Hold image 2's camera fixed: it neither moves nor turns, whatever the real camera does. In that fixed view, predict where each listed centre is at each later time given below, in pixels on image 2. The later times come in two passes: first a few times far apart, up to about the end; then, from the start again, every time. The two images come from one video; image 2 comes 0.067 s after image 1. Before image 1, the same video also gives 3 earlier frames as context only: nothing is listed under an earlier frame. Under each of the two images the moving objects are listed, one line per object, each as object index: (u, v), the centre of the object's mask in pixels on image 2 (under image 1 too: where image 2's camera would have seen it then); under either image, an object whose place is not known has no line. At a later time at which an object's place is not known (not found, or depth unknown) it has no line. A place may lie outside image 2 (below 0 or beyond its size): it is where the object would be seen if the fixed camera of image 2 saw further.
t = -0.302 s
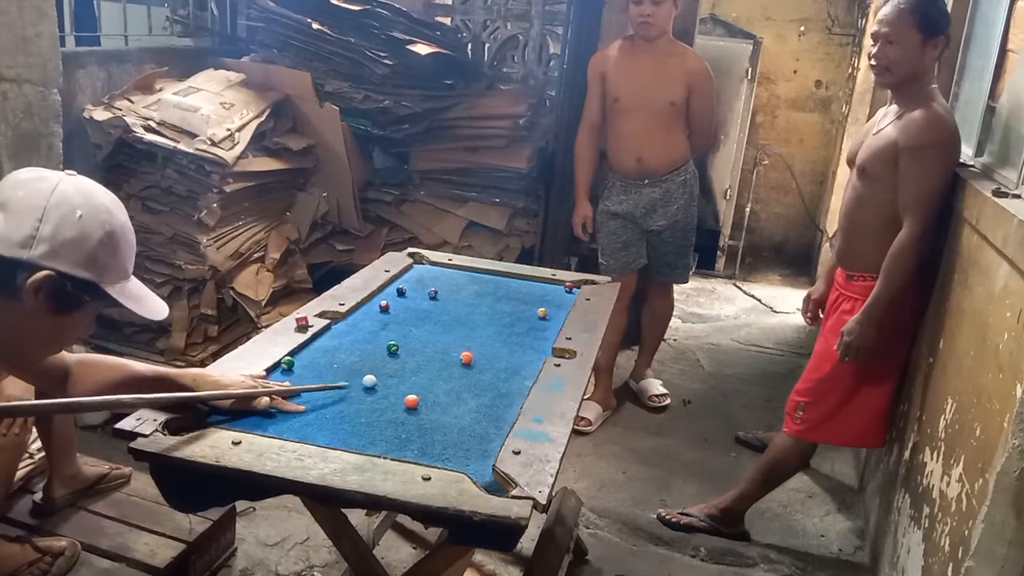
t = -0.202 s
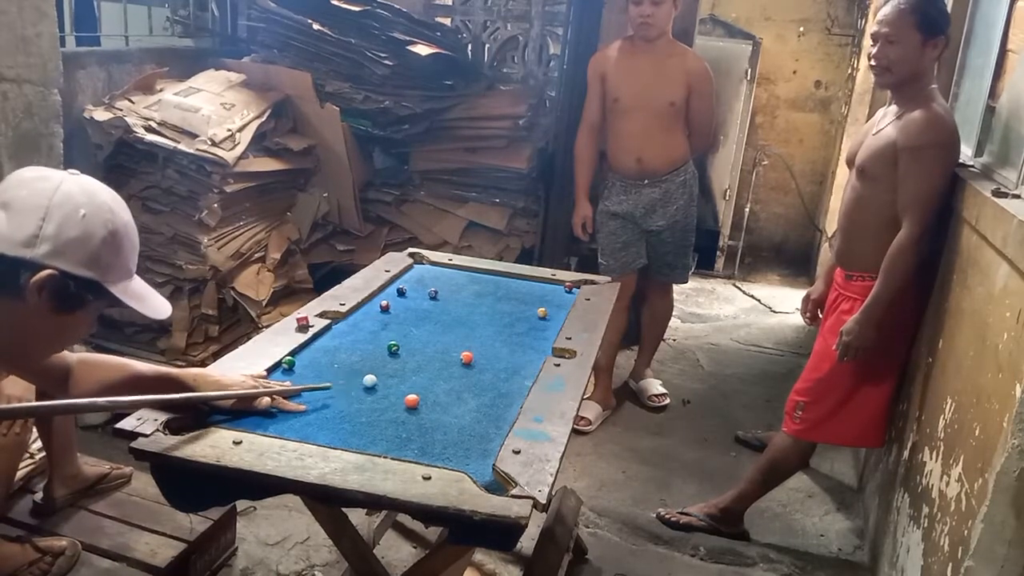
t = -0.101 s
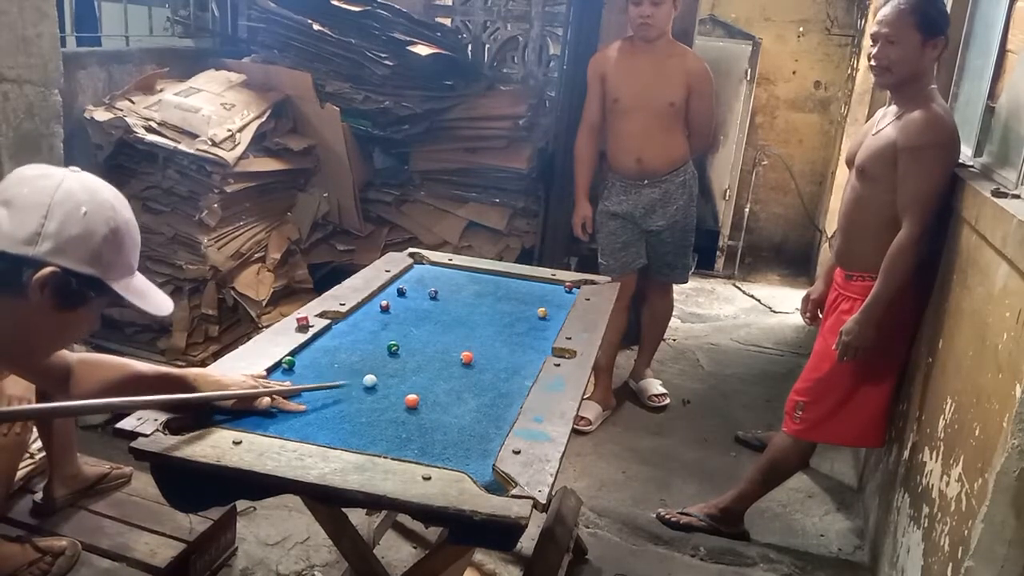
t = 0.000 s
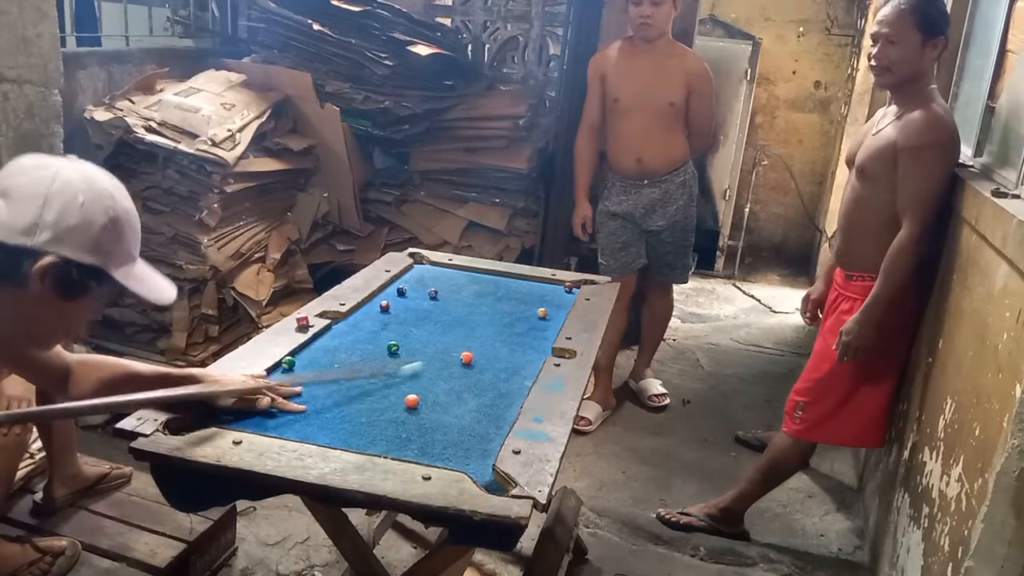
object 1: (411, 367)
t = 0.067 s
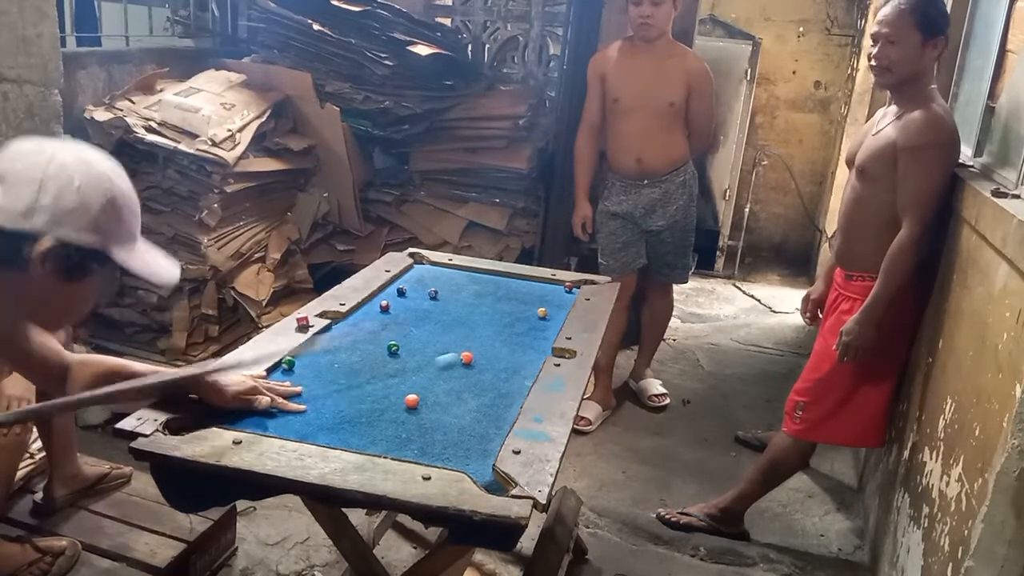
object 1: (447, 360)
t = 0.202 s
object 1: (467, 344)
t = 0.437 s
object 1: (492, 322)
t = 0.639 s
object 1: (509, 307)
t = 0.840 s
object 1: (522, 295)
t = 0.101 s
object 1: (455, 356)
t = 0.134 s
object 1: (459, 351)
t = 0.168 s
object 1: (464, 348)
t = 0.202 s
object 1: (467, 344)
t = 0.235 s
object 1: (472, 340)
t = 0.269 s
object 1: (475, 337)
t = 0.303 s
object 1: (479, 334)
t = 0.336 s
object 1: (482, 330)
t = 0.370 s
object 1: (486, 328)
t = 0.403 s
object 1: (489, 325)
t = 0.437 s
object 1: (492, 322)
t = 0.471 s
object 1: (496, 319)
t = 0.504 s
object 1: (499, 317)
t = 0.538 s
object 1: (502, 314)
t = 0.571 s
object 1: (504, 311)
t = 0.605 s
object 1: (507, 309)
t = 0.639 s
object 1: (509, 307)
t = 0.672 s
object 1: (512, 305)
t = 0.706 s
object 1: (514, 303)
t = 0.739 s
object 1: (516, 301)
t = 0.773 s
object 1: (518, 299)
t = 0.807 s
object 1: (520, 297)
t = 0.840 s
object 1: (522, 295)
